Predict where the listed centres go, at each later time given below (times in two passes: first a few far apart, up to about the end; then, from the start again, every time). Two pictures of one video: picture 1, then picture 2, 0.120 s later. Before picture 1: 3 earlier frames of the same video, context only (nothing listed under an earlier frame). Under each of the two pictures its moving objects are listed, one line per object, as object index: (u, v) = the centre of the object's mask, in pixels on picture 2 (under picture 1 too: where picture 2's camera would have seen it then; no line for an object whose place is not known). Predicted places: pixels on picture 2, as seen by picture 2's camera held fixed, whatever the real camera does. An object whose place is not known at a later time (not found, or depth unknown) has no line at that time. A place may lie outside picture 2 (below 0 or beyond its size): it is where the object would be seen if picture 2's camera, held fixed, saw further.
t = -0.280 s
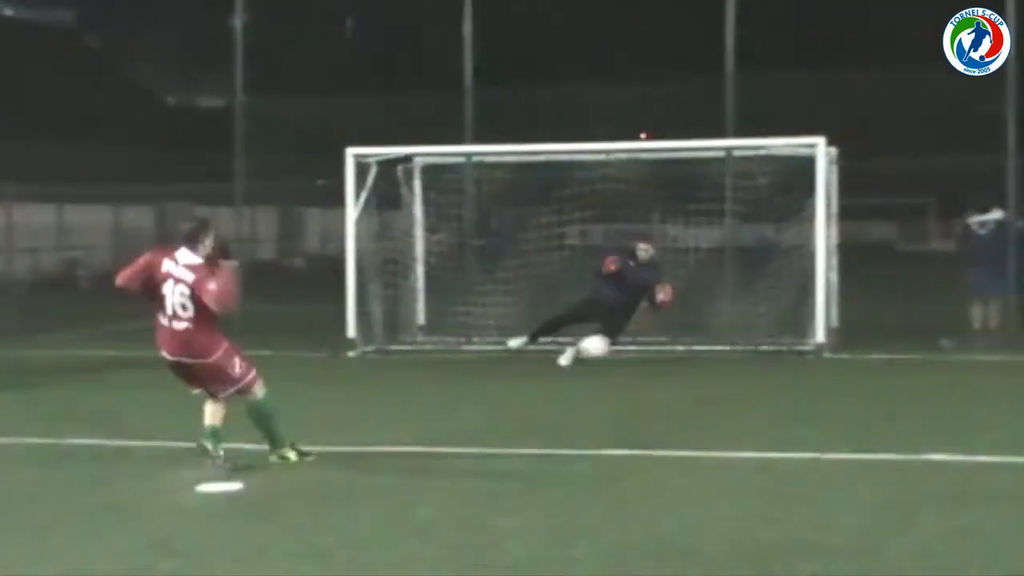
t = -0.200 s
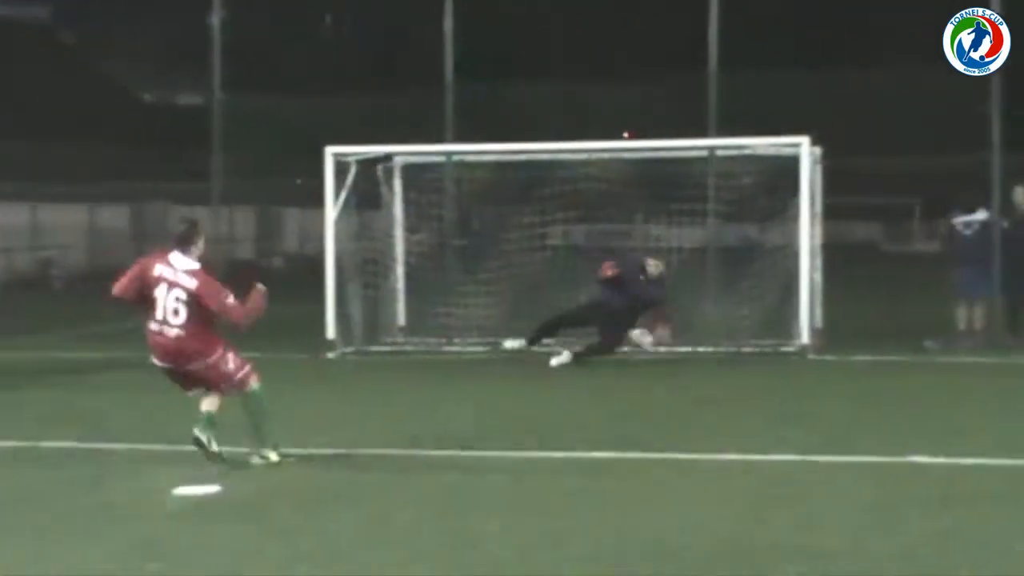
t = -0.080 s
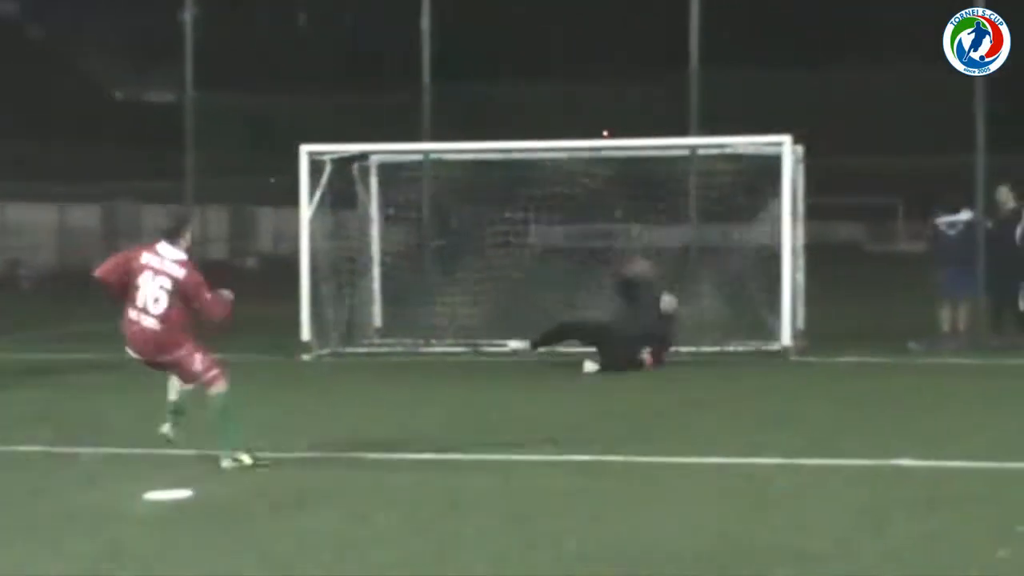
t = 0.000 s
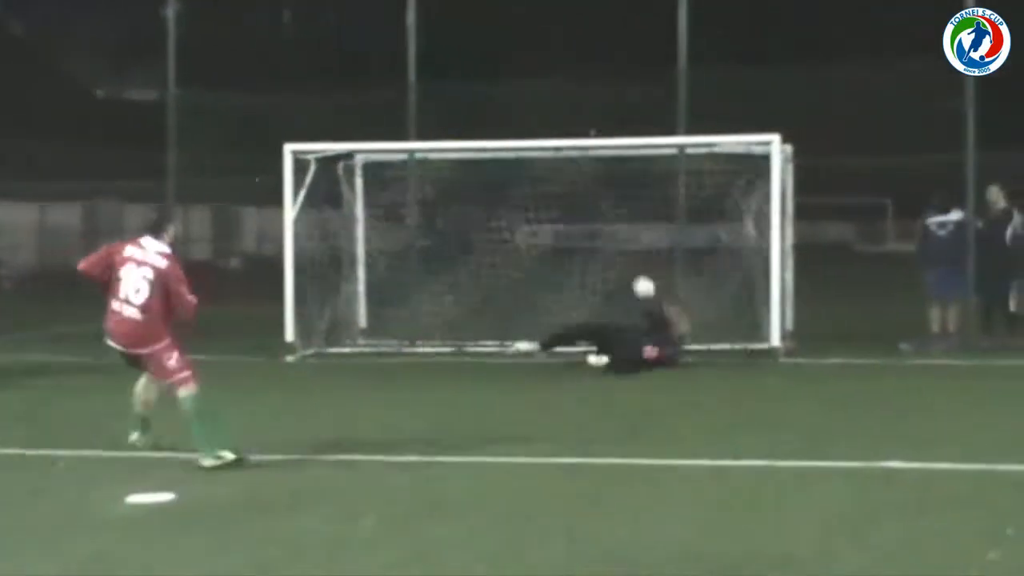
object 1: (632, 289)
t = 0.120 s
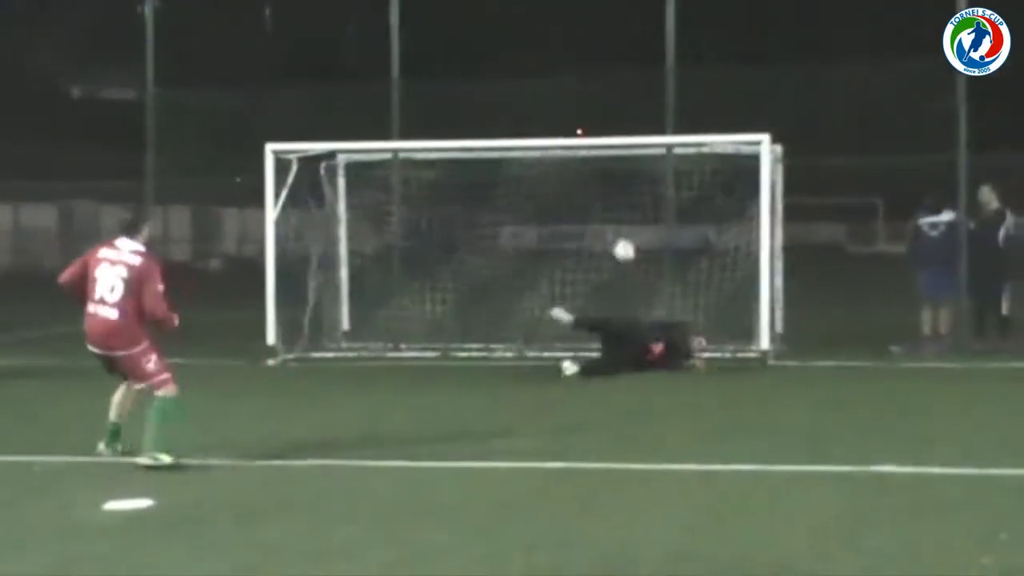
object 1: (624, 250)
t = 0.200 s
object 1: (619, 232)
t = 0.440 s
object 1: (606, 211)
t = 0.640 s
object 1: (593, 236)
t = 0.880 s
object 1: (579, 322)
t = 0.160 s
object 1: (622, 241)
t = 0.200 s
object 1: (619, 232)
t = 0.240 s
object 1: (617, 225)
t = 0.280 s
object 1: (615, 218)
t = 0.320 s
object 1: (613, 214)
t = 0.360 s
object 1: (610, 211)
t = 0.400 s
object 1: (608, 210)
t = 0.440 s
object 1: (606, 211)
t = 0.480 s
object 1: (604, 213)
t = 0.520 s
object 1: (601, 216)
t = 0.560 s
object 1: (599, 221)
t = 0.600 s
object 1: (596, 227)
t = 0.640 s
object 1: (593, 236)
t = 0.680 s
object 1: (591, 246)
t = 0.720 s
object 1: (590, 259)
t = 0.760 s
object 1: (586, 272)
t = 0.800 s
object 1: (583, 287)
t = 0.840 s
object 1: (581, 304)
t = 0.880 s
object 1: (579, 322)
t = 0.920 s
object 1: (575, 343)
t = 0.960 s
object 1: (573, 365)
